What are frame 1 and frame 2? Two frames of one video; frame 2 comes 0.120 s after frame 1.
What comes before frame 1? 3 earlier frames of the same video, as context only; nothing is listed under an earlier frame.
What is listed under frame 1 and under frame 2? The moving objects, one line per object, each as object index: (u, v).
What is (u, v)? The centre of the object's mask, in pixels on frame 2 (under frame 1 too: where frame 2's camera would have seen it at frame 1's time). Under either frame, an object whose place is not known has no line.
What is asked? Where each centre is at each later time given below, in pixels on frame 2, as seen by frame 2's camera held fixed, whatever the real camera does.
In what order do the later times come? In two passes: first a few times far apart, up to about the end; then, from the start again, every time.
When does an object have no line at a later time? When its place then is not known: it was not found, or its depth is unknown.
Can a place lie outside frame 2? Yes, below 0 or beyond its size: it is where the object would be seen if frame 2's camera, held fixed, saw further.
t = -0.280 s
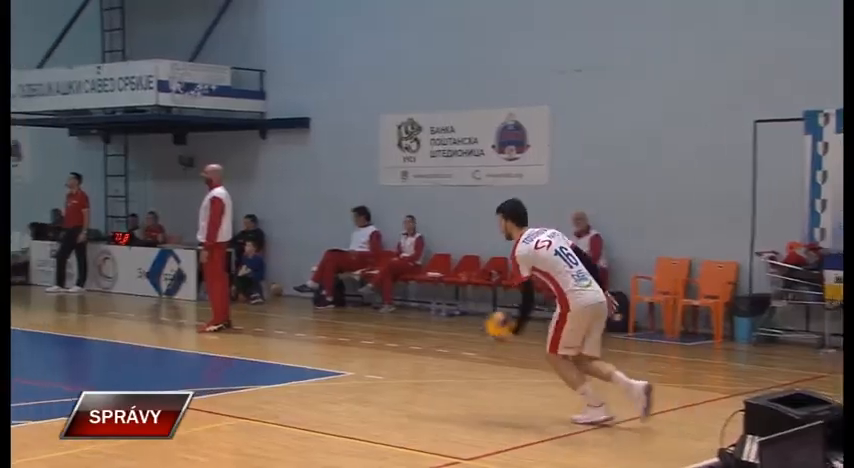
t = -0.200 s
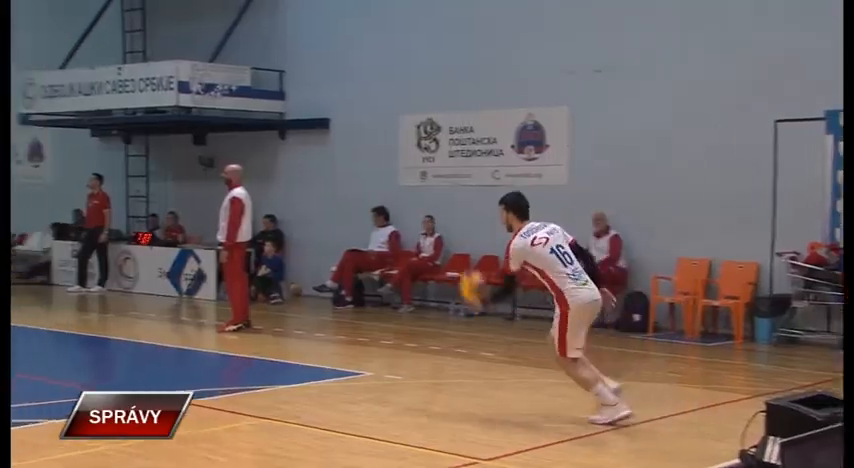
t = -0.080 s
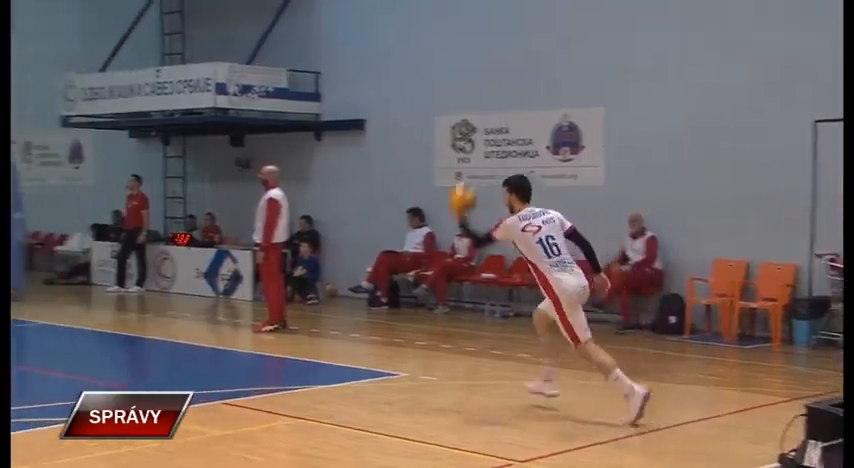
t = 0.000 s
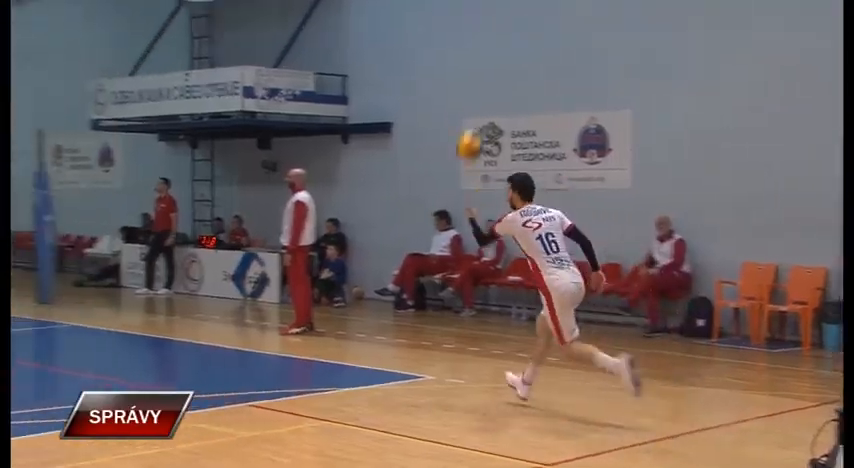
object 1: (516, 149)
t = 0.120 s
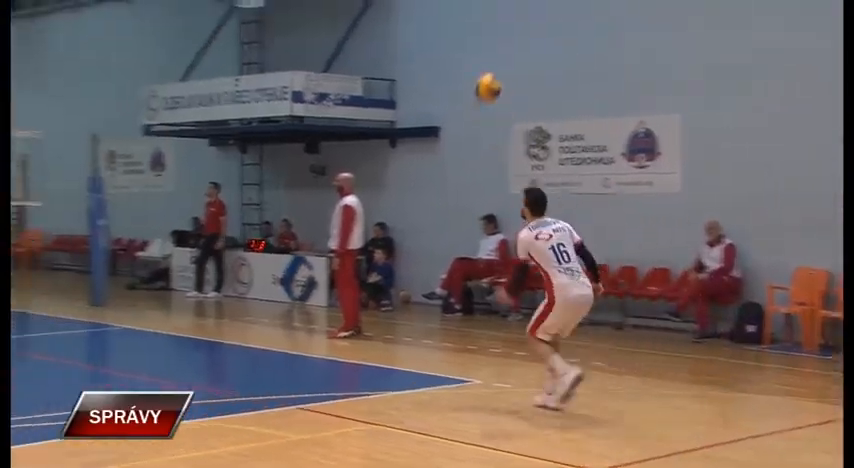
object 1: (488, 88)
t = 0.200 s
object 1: (469, 58)
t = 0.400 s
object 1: (425, 20)
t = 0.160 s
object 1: (478, 72)
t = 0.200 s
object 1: (469, 58)
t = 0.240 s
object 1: (460, 46)
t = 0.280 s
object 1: (451, 37)
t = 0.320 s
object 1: (442, 29)
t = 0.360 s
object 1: (434, 24)
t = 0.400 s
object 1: (425, 20)
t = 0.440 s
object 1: (417, 18)
